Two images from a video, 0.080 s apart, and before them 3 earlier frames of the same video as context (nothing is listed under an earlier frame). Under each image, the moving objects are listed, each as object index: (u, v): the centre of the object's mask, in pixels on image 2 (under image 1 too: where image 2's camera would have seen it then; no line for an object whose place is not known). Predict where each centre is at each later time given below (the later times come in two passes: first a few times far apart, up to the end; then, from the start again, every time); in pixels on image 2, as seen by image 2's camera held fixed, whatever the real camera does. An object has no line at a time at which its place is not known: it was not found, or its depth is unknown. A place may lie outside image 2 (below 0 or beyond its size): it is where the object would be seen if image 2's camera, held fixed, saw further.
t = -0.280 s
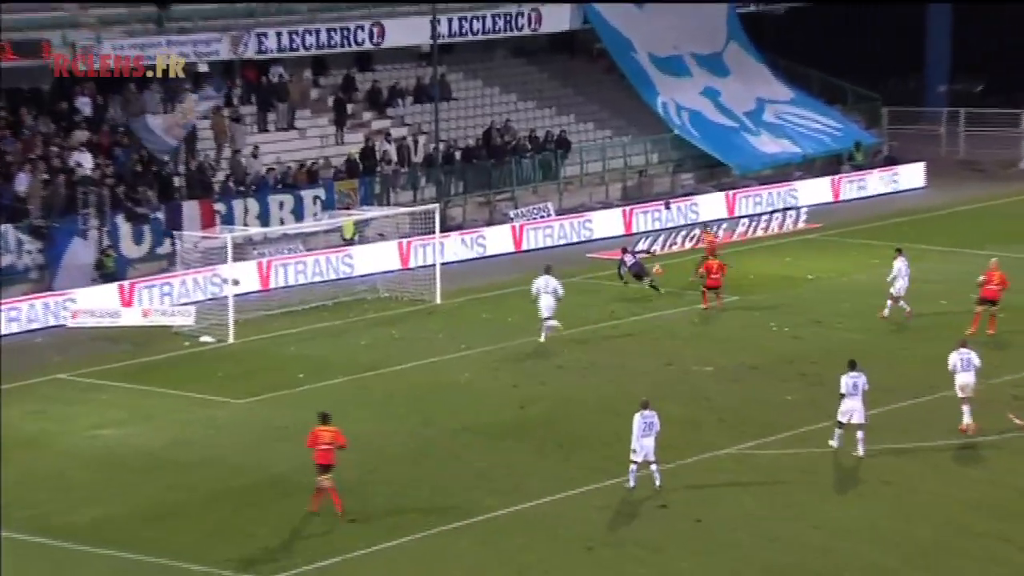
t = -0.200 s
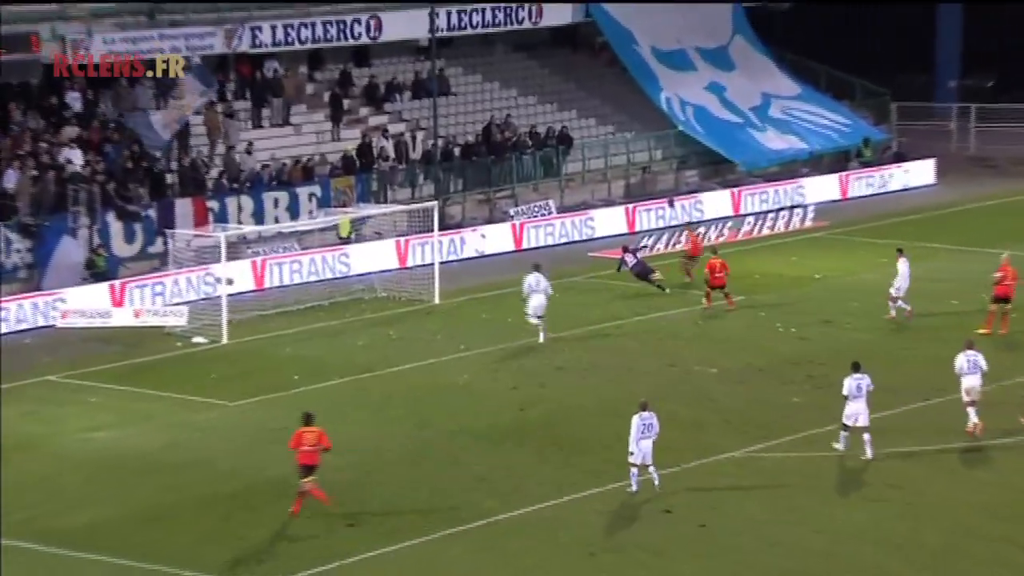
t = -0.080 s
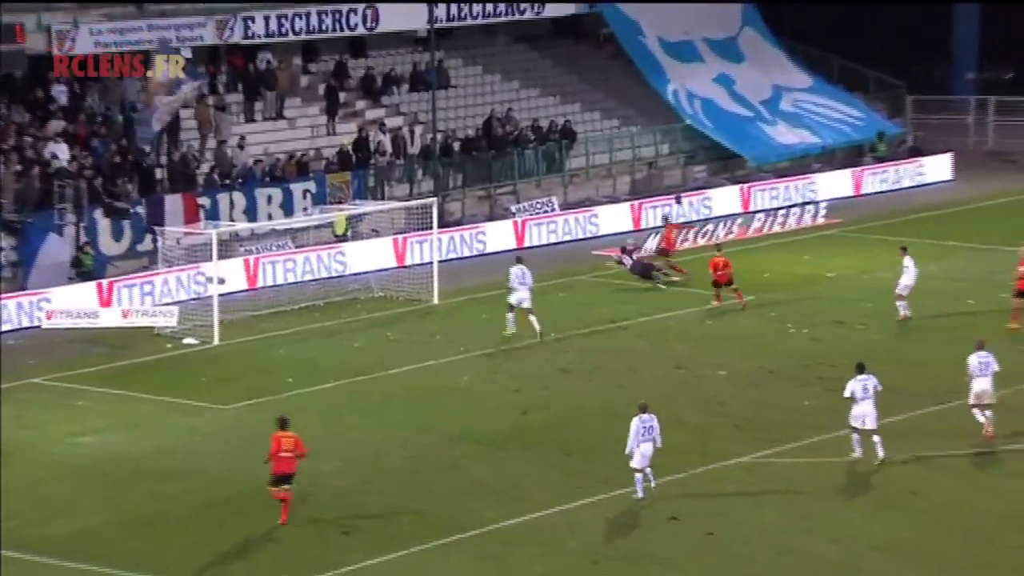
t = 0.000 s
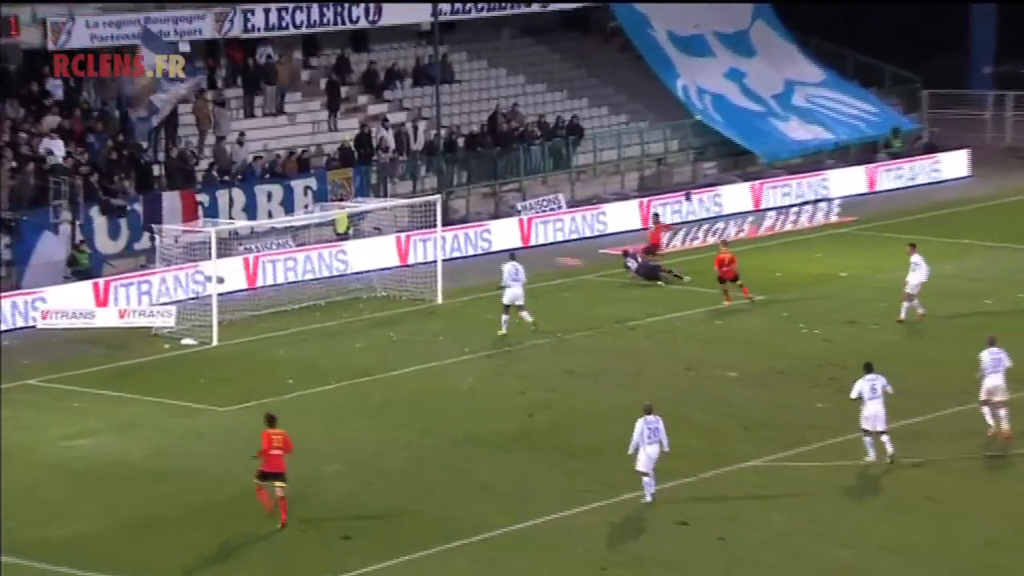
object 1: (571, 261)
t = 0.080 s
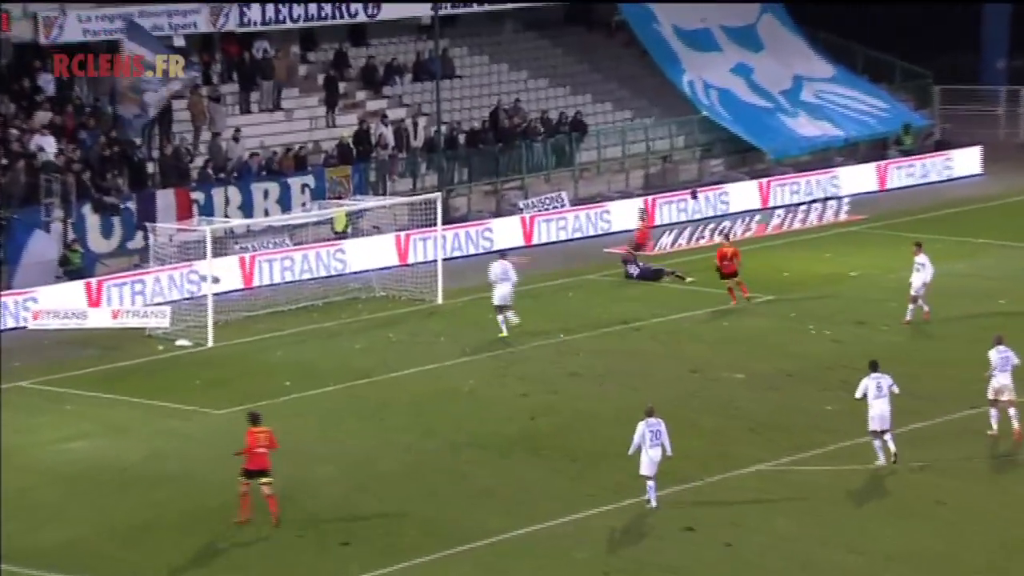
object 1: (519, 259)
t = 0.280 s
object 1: (434, 274)
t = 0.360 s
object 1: (425, 287)
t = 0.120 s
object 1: (479, 261)
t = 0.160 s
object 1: (462, 263)
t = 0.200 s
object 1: (442, 266)
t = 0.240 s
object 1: (438, 270)
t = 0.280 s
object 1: (434, 274)
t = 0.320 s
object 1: (429, 281)
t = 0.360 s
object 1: (425, 287)
